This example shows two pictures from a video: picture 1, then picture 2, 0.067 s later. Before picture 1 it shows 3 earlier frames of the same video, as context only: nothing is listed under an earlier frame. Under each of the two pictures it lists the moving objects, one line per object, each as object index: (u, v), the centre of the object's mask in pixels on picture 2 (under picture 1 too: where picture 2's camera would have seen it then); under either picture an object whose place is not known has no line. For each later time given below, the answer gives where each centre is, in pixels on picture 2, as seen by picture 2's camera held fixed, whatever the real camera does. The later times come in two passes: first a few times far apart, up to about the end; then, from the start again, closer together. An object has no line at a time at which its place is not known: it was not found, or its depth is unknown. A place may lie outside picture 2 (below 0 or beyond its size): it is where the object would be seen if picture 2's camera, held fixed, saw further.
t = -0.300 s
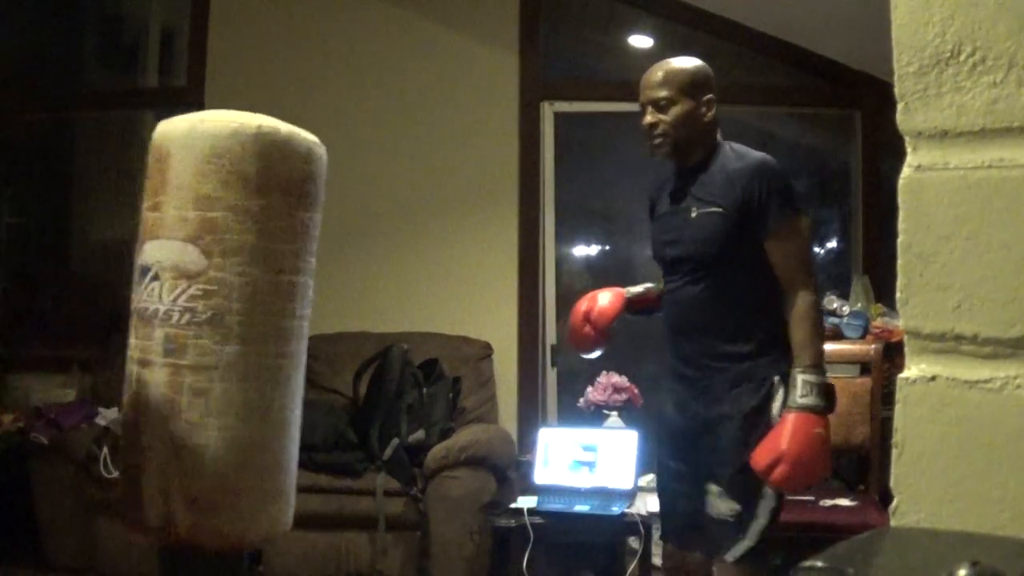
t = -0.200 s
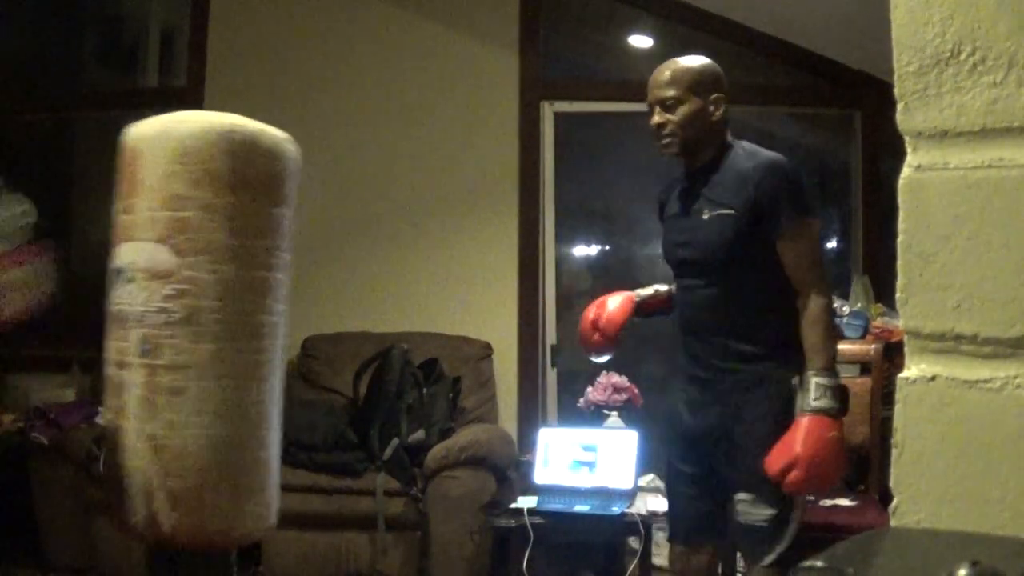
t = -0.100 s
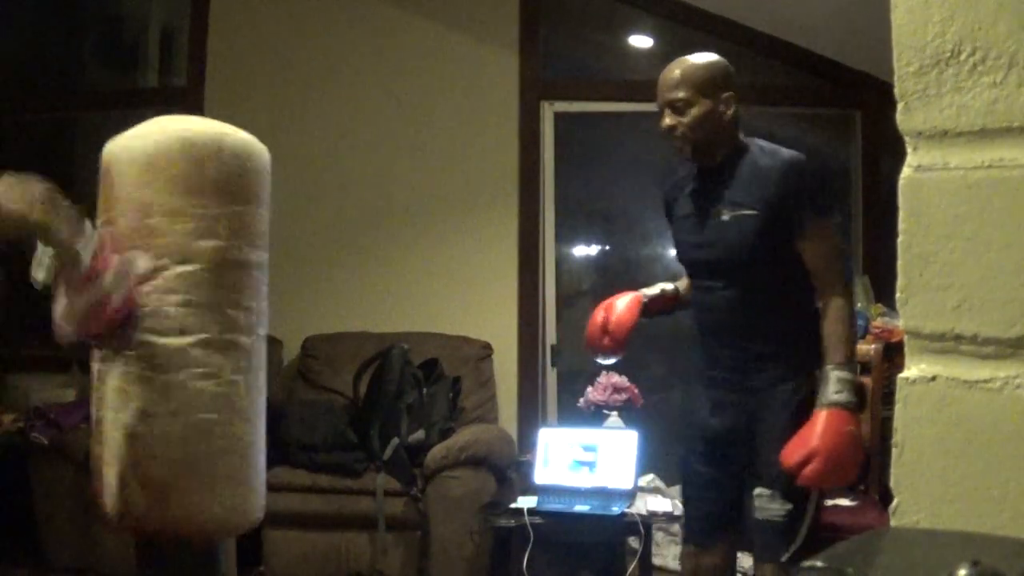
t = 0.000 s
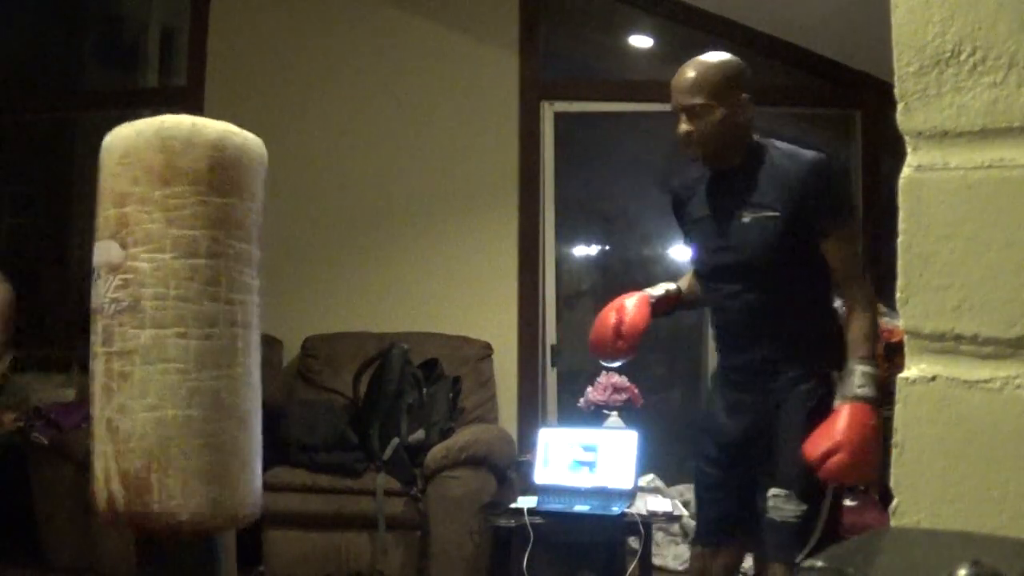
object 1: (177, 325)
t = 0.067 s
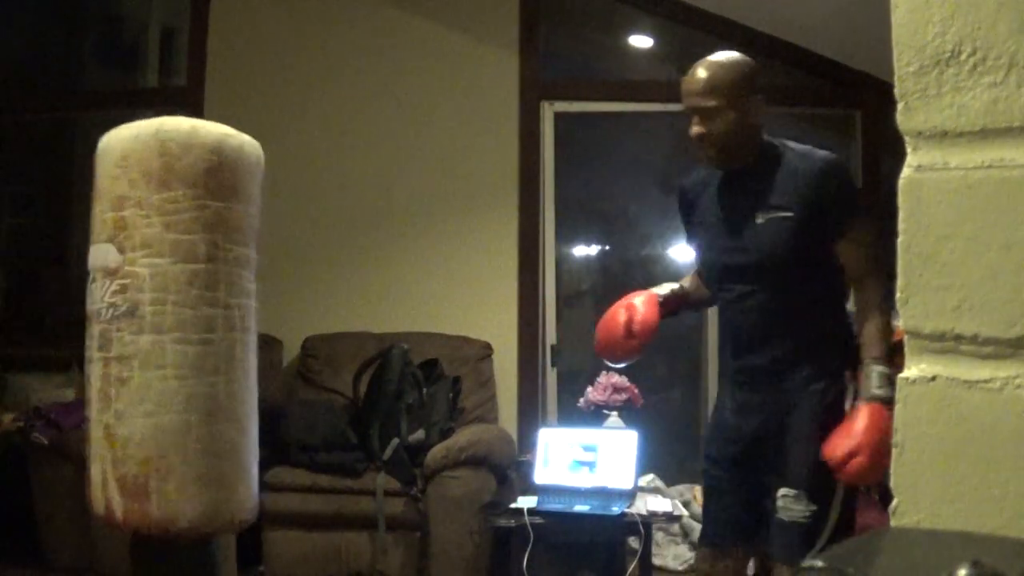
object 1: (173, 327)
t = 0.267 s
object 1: (163, 328)
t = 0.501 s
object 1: (180, 328)
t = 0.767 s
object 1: (166, 327)
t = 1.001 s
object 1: (167, 328)
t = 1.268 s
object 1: (184, 328)
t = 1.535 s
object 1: (154, 327)
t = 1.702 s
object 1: (173, 329)
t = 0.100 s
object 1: (171, 326)
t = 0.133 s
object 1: (169, 327)
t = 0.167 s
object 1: (167, 327)
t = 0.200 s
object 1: (165, 327)
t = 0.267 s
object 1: (163, 328)
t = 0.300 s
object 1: (164, 328)
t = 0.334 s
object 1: (166, 328)
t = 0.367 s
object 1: (169, 328)
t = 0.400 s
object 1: (172, 329)
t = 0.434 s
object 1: (175, 328)
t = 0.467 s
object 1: (179, 328)
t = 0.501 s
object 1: (180, 328)
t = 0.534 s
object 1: (182, 328)
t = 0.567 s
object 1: (183, 328)
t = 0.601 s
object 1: (182, 327)
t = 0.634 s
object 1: (180, 327)
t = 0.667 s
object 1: (177, 326)
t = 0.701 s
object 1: (172, 326)
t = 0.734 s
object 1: (169, 327)
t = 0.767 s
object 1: (166, 327)
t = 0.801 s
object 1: (163, 327)
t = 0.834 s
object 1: (160, 327)
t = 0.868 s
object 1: (158, 328)
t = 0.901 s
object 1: (159, 328)
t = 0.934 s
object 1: (160, 328)
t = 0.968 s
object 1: (163, 329)
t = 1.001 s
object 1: (167, 328)
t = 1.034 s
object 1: (171, 328)
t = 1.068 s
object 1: (176, 329)
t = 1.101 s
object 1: (180, 329)
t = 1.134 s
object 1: (184, 328)
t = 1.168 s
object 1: (186, 328)
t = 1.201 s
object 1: (187, 329)
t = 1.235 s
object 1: (186, 329)
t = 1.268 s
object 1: (184, 328)
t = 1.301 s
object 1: (180, 328)
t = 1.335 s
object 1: (175, 328)
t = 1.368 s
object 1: (170, 327)
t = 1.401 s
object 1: (166, 327)
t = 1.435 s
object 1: (161, 327)
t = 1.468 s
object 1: (157, 327)
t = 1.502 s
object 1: (155, 327)
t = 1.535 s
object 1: (154, 327)
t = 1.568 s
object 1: (155, 327)
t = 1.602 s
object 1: (158, 328)
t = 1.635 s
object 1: (162, 328)
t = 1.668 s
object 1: (167, 328)
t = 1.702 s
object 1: (173, 329)
